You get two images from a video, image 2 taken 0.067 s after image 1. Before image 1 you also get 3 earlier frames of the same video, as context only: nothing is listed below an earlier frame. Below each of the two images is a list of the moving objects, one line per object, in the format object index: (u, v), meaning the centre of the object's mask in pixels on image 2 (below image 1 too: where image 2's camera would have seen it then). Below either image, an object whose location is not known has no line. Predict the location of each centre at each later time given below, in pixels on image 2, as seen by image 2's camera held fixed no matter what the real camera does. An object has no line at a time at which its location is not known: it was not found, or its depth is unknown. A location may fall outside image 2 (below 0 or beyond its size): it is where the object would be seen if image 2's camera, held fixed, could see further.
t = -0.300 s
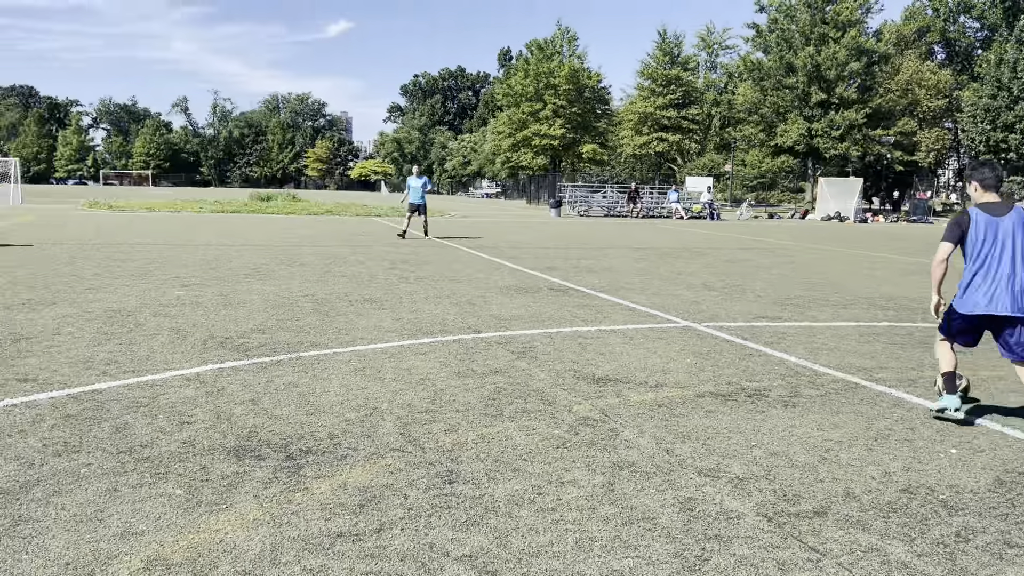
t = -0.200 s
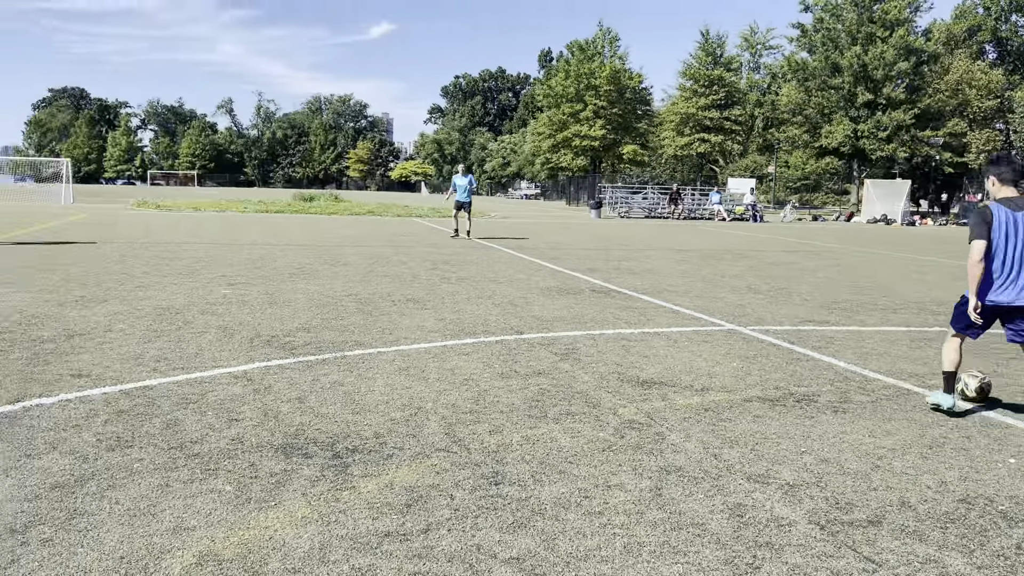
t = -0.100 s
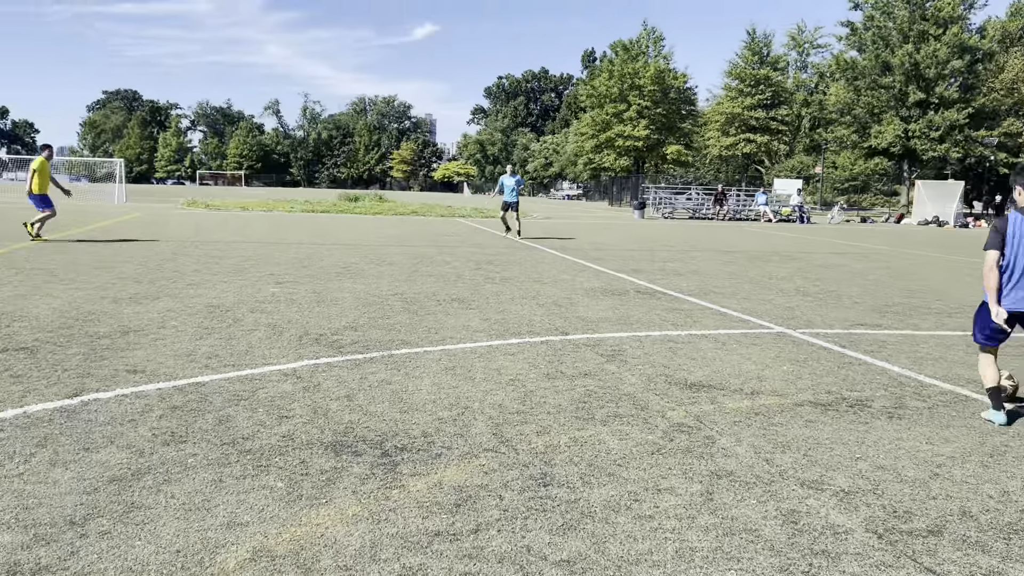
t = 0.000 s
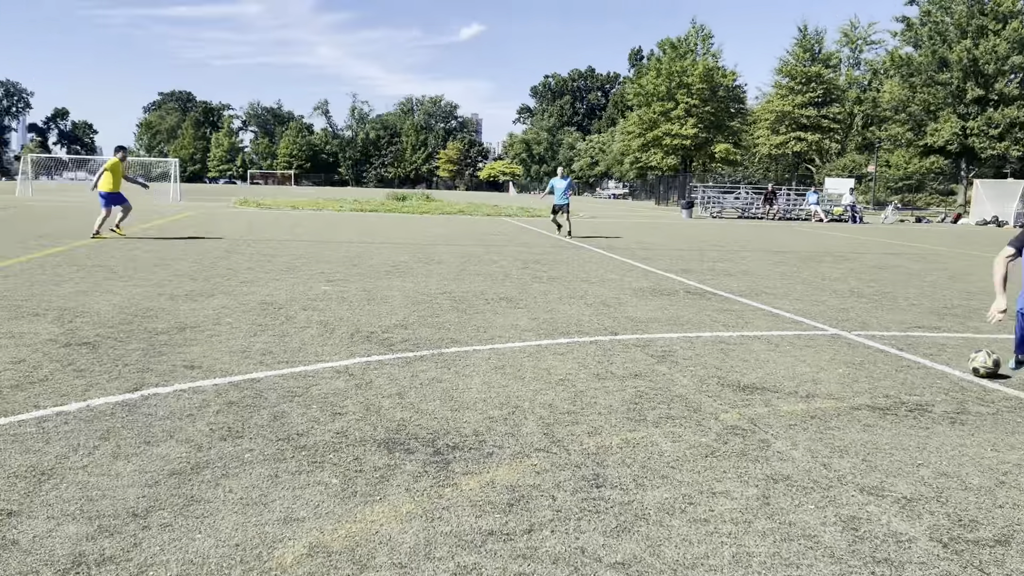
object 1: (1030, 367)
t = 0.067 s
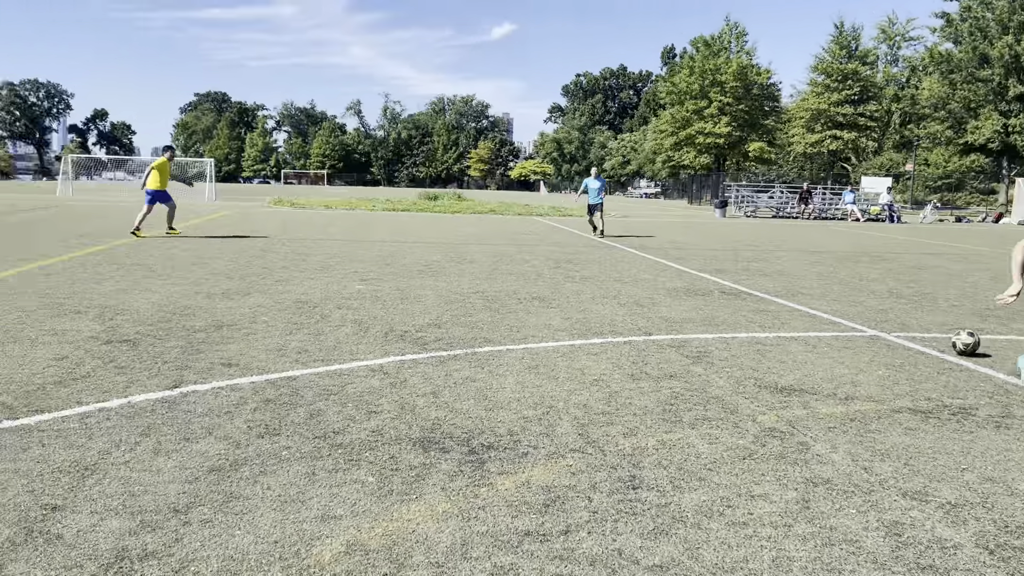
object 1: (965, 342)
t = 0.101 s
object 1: (939, 333)
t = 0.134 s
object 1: (916, 325)
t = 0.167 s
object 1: (896, 316)
